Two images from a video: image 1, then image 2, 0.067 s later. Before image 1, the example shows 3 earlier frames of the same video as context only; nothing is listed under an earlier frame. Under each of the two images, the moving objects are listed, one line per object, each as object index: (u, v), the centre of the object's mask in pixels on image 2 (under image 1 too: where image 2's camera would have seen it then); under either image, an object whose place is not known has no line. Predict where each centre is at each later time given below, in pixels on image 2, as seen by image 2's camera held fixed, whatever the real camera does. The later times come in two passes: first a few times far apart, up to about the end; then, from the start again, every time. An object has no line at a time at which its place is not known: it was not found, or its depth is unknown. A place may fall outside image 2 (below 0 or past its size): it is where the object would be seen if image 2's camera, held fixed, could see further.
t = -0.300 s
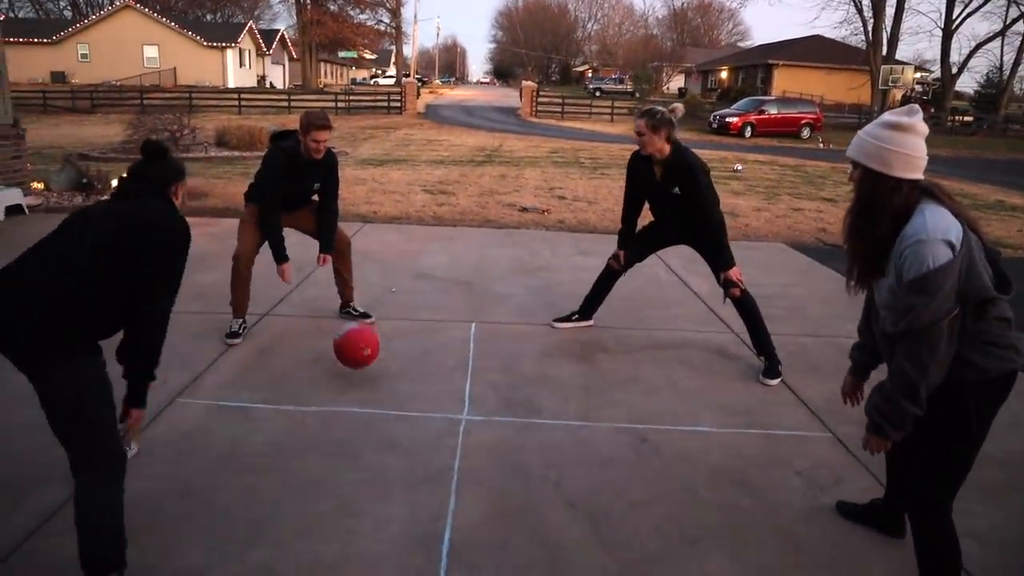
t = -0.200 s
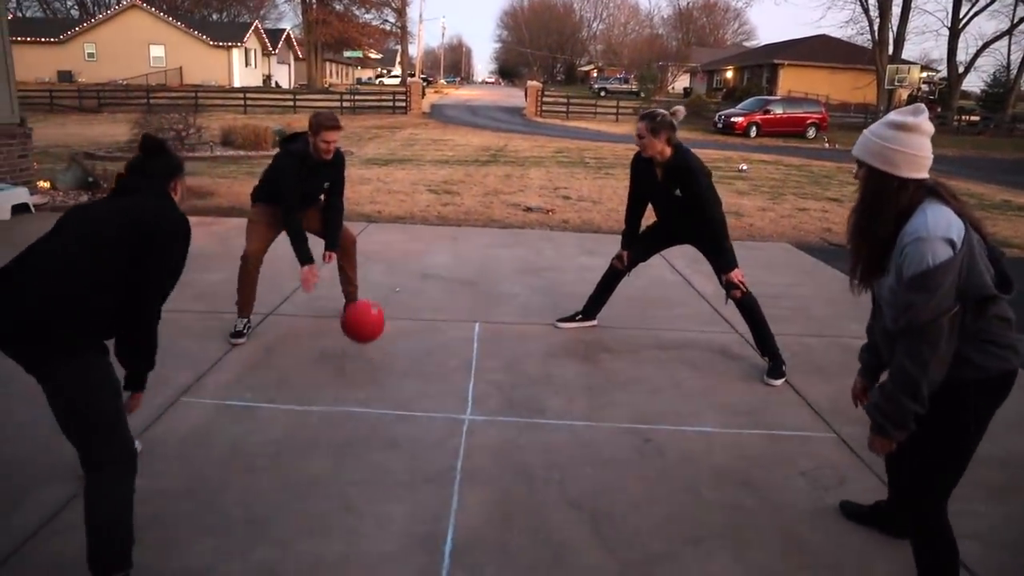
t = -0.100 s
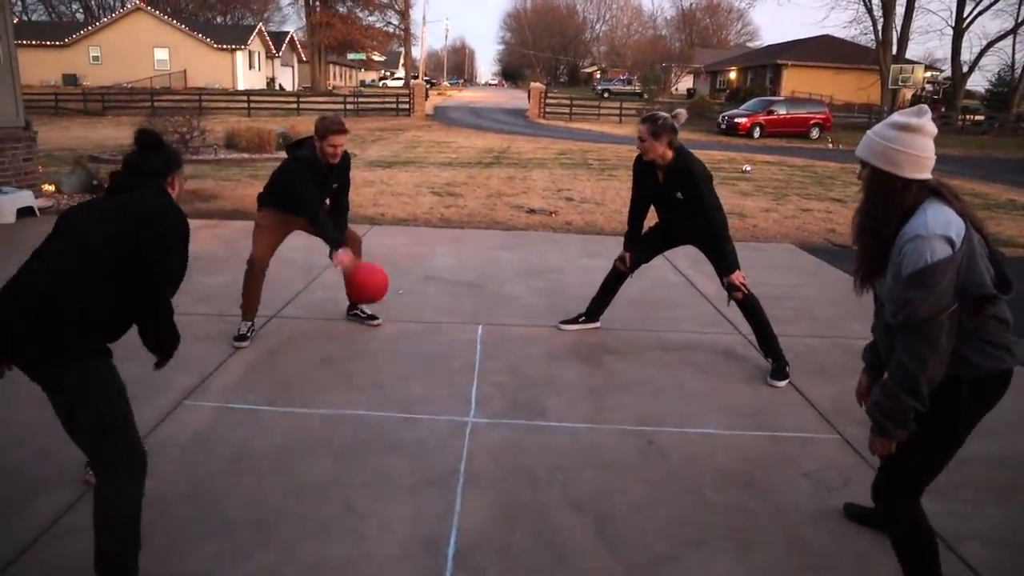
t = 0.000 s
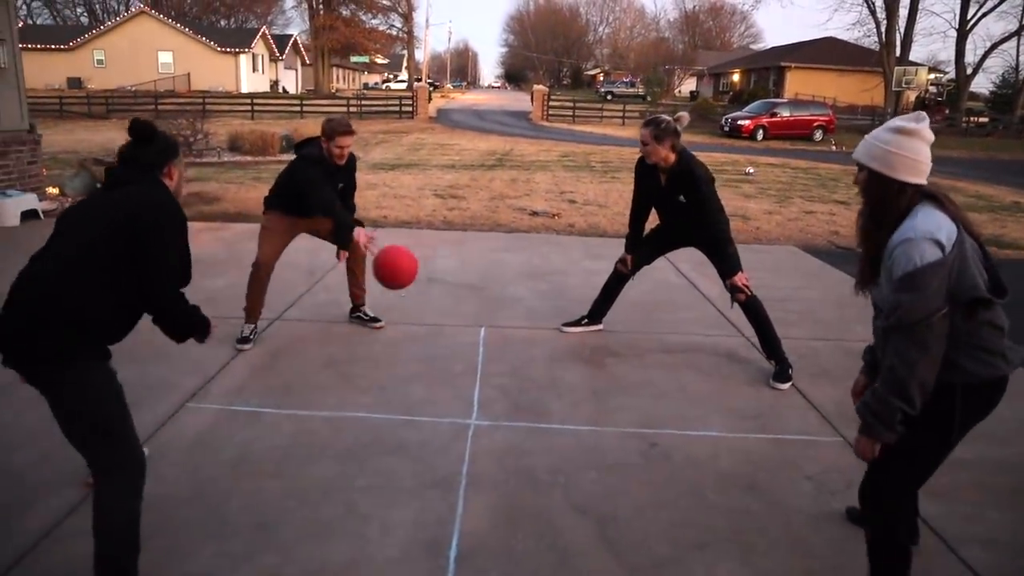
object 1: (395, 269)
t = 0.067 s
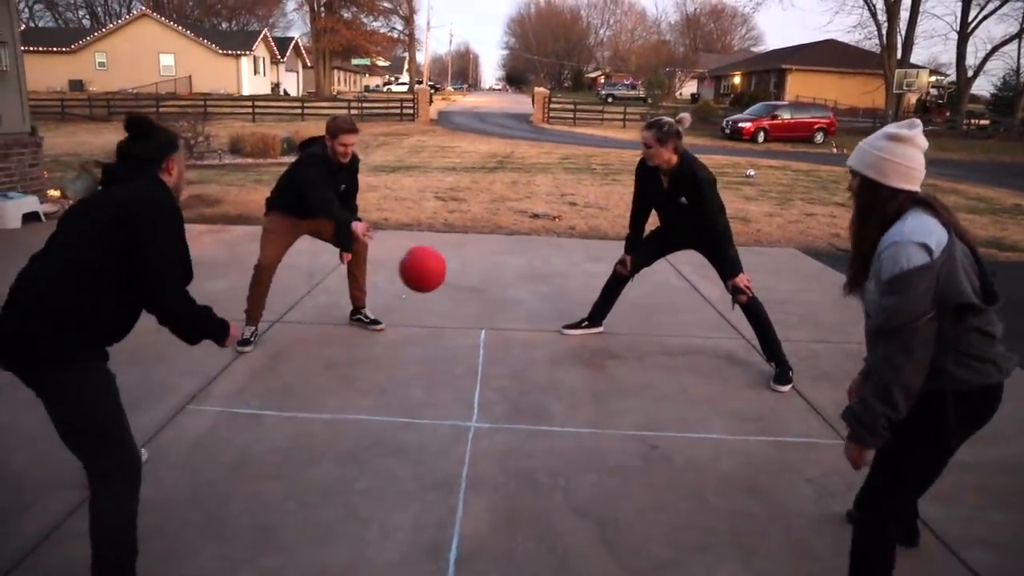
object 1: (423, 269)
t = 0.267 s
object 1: (516, 324)
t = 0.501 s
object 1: (637, 436)
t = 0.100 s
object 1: (437, 272)
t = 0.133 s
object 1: (452, 277)
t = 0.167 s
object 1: (467, 285)
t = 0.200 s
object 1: (483, 295)
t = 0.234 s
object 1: (499, 308)
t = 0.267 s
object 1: (516, 324)
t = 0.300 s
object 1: (534, 343)
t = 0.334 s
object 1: (551, 365)
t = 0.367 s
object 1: (568, 390)
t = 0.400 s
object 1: (586, 418)
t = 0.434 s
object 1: (605, 452)
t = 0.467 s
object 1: (620, 448)
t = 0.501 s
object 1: (637, 436)
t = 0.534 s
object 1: (654, 425)
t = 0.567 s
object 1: (672, 417)
